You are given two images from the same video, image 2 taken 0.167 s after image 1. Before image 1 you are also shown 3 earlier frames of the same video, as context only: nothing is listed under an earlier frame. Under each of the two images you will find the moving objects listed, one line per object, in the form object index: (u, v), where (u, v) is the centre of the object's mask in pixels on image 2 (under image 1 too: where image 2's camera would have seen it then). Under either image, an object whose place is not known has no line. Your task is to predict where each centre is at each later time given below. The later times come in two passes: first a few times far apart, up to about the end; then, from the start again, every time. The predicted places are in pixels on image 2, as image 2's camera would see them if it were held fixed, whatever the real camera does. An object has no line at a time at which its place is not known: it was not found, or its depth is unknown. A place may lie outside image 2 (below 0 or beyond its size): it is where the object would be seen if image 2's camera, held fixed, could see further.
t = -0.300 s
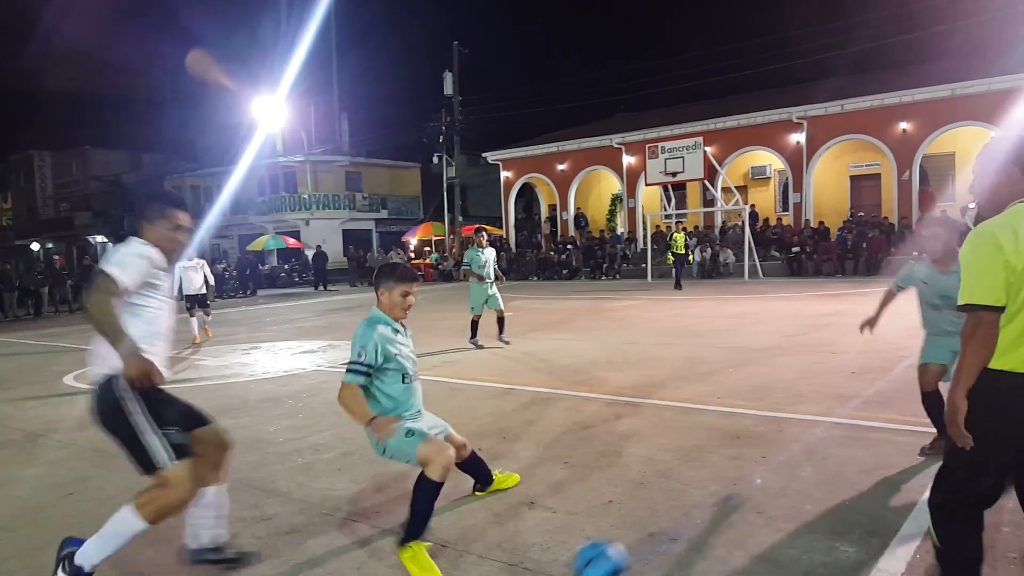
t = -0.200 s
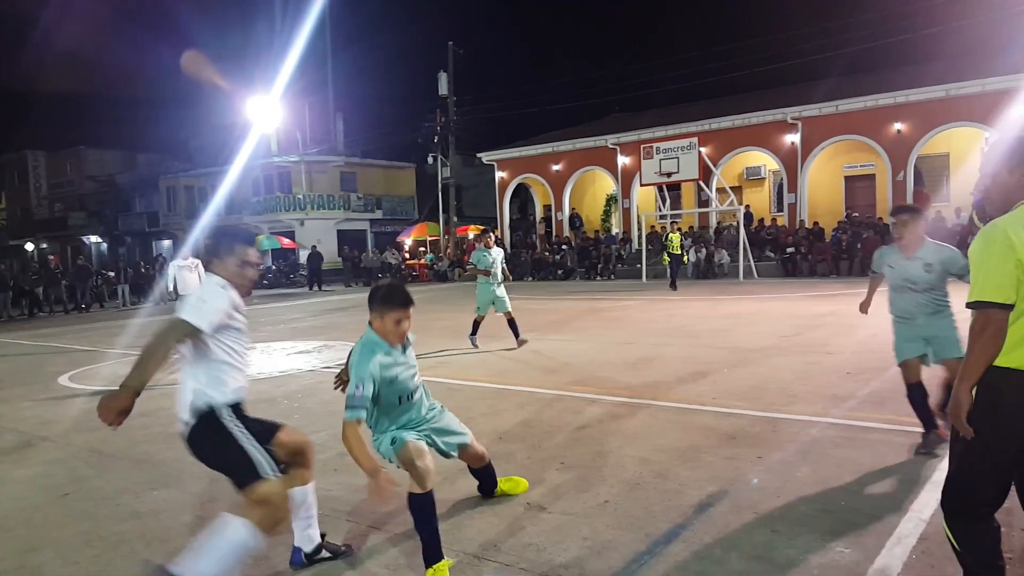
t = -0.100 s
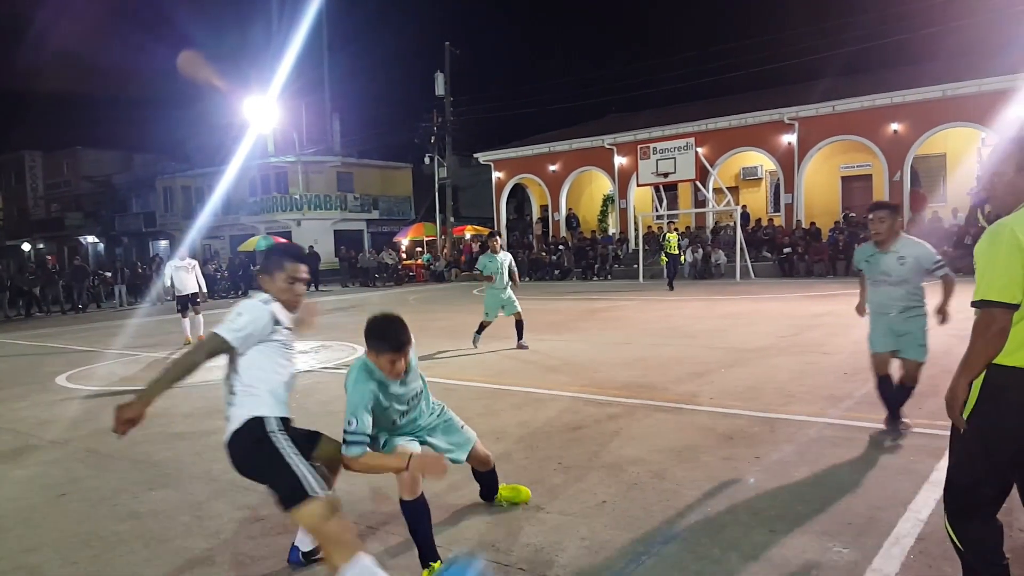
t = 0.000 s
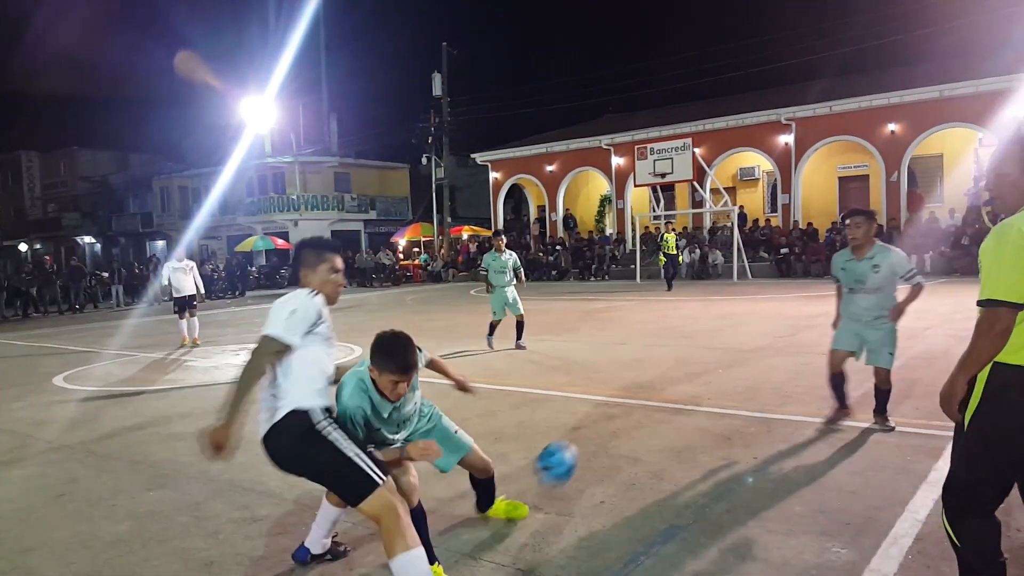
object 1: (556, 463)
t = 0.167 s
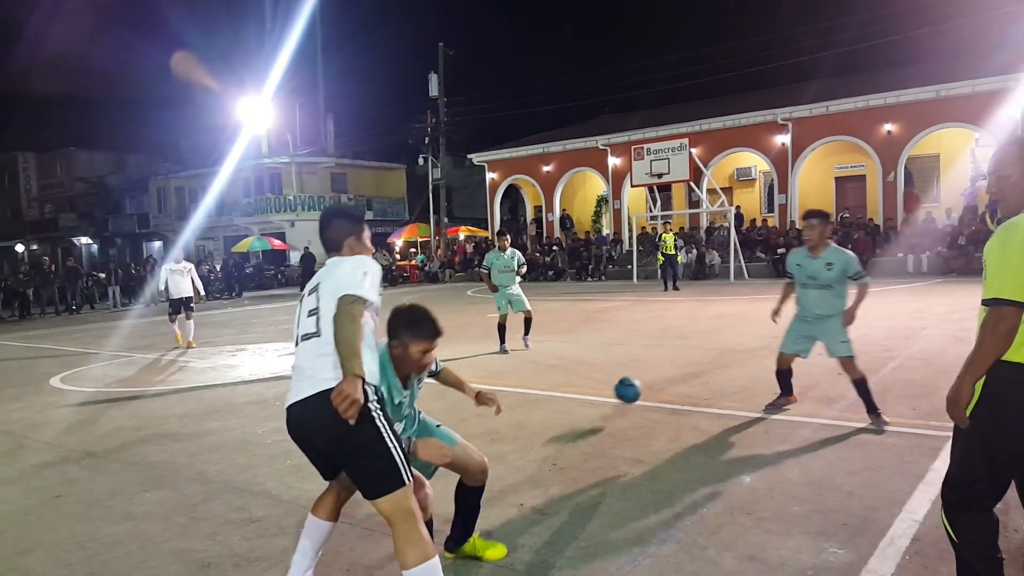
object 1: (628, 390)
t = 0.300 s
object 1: (655, 369)
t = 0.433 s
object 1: (670, 345)
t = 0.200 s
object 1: (636, 385)
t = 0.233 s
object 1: (644, 382)
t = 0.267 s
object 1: (651, 380)
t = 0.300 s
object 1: (655, 369)
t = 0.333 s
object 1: (659, 360)
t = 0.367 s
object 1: (663, 354)
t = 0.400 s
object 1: (666, 349)
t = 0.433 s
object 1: (670, 345)
